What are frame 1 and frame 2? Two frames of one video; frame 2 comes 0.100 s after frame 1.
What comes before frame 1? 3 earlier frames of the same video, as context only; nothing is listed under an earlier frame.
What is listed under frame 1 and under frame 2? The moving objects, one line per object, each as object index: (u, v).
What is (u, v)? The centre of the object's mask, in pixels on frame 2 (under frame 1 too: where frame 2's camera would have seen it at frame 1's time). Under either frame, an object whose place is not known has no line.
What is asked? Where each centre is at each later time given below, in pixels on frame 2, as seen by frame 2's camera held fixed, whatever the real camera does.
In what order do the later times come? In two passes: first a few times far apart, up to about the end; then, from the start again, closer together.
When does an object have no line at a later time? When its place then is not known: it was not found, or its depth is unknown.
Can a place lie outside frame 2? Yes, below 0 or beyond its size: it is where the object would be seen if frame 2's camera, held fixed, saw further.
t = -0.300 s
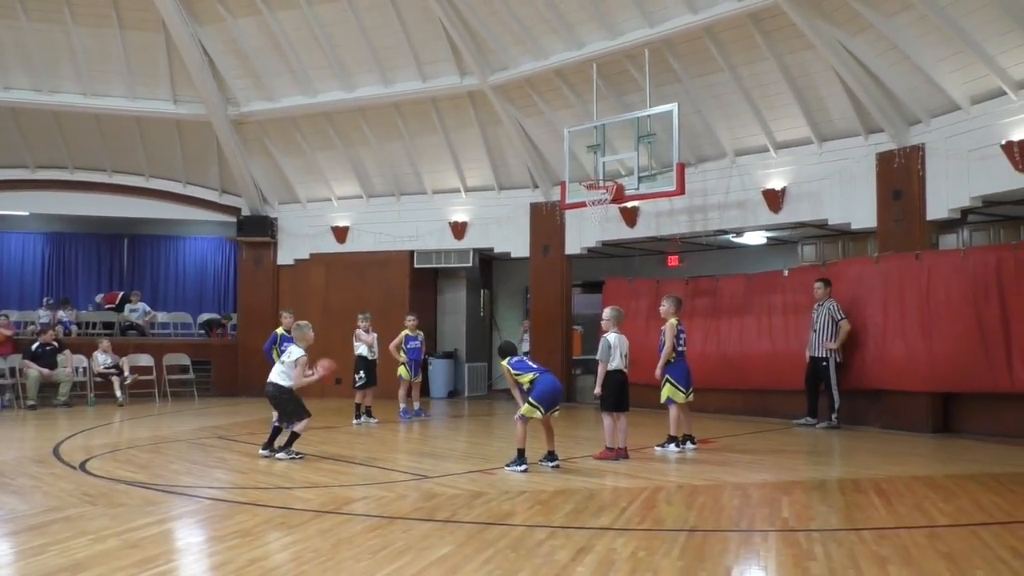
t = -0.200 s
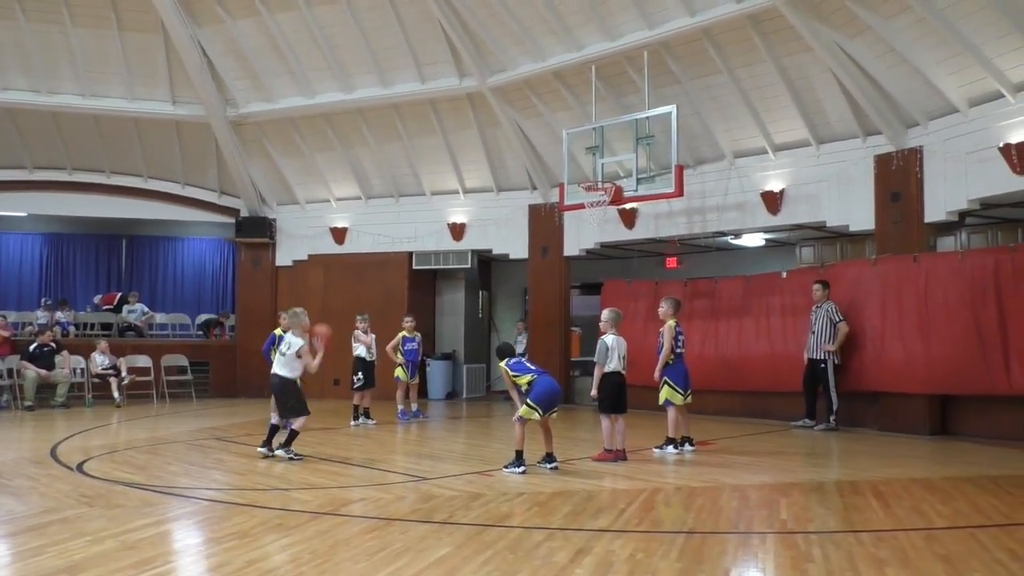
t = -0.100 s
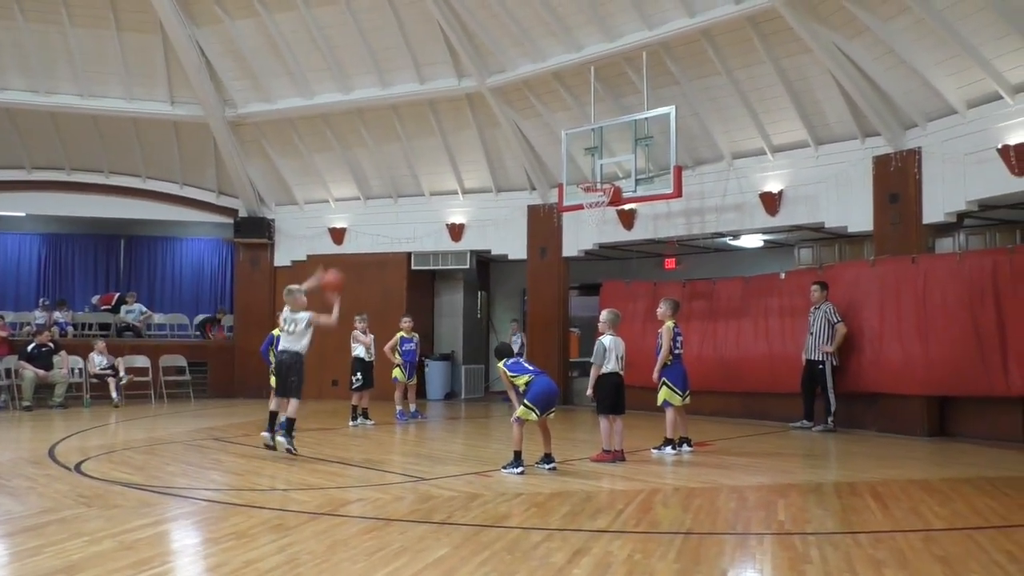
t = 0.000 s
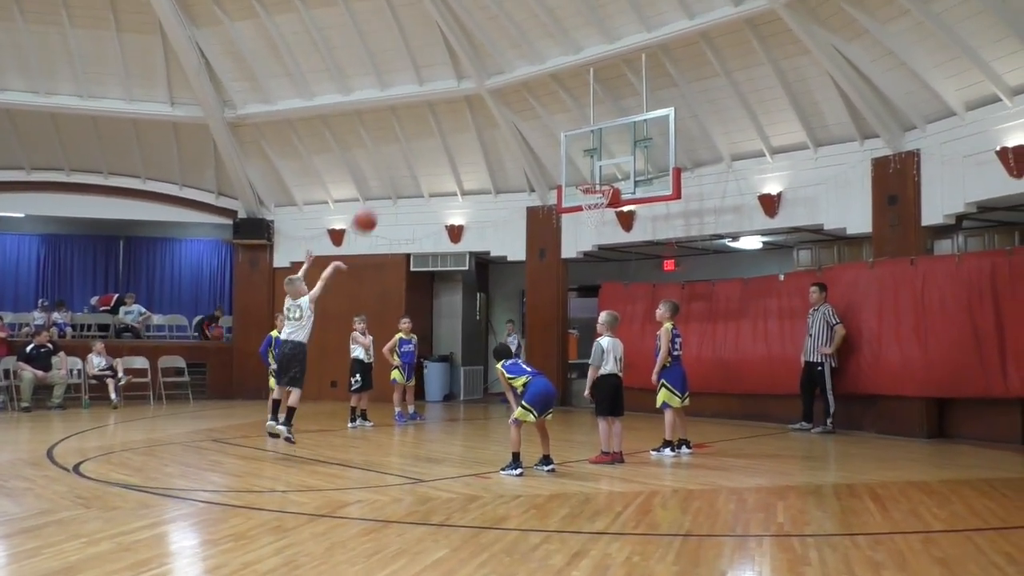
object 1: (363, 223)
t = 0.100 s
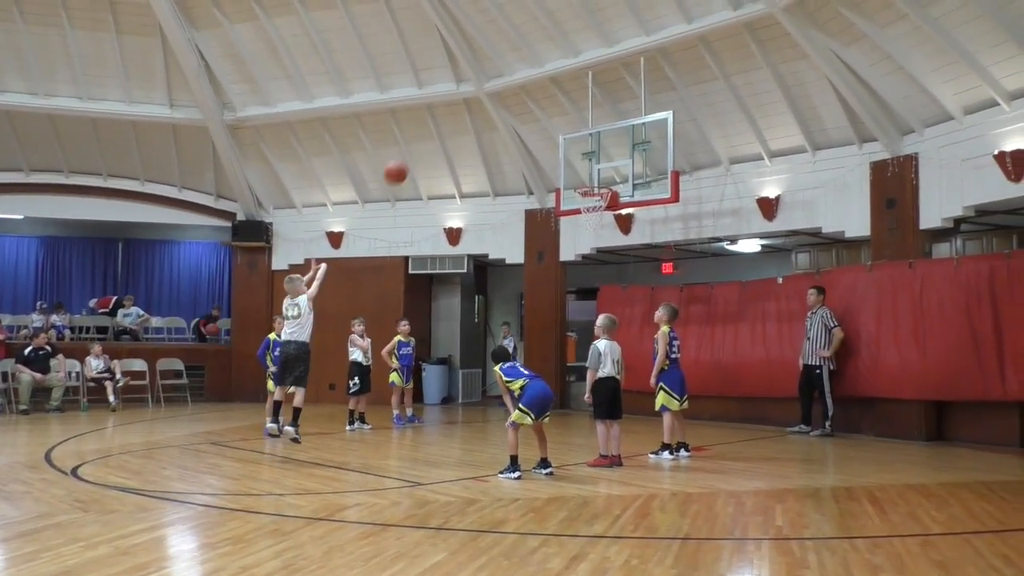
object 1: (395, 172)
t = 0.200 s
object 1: (425, 134)
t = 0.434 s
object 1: (486, 88)
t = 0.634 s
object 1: (531, 88)
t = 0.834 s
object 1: (571, 120)
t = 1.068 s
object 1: (609, 177)
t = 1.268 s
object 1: (607, 132)
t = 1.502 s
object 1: (597, 122)
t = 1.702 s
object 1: (589, 148)
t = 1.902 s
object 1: (590, 190)
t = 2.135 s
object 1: (597, 217)
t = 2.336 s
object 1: (589, 267)
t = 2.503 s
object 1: (584, 331)
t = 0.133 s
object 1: (406, 158)
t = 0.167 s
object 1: (416, 145)
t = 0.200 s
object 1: (425, 134)
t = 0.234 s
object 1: (435, 124)
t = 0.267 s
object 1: (444, 115)
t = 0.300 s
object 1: (453, 108)
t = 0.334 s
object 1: (462, 101)
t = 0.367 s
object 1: (470, 95)
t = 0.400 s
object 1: (478, 91)
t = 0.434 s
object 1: (486, 88)
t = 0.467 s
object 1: (494, 85)
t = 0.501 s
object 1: (502, 84)
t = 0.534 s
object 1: (509, 84)
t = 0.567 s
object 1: (517, 84)
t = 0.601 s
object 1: (524, 86)
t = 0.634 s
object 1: (531, 88)
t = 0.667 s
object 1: (538, 92)
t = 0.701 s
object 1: (546, 95)
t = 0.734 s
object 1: (552, 100)
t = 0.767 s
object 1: (558, 106)
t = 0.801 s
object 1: (565, 113)
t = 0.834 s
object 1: (571, 120)
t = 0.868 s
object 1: (577, 128)
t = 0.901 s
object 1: (584, 137)
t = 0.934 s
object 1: (589, 147)
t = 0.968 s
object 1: (596, 157)
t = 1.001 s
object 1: (602, 168)
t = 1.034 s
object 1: (607, 179)
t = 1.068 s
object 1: (609, 177)
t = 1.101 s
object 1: (609, 167)
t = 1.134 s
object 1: (609, 158)
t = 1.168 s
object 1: (609, 149)
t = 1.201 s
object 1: (609, 142)
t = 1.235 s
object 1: (608, 137)
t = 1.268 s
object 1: (607, 132)
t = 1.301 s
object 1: (606, 128)
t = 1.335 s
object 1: (604, 125)
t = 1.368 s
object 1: (603, 123)
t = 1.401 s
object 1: (601, 121)
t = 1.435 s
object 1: (600, 121)
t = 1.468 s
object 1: (599, 121)
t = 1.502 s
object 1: (597, 122)
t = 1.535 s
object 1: (596, 124)
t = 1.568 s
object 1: (595, 127)
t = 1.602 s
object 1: (593, 131)
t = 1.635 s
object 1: (592, 135)
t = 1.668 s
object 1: (591, 141)
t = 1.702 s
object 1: (589, 148)
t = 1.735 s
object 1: (588, 154)
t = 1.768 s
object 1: (587, 162)
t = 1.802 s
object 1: (585, 171)
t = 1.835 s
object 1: (584, 180)
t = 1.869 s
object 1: (585, 186)
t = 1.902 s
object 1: (590, 190)
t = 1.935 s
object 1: (598, 193)
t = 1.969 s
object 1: (603, 196)
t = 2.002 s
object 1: (603, 199)
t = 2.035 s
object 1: (601, 203)
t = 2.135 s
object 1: (597, 217)
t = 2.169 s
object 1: (597, 229)
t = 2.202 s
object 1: (594, 233)
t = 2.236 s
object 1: (593, 239)
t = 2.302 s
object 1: (590, 257)
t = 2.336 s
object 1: (589, 267)
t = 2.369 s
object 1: (588, 279)
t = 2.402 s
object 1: (587, 290)
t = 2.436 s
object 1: (586, 303)
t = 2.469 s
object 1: (585, 318)
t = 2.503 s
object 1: (584, 331)
